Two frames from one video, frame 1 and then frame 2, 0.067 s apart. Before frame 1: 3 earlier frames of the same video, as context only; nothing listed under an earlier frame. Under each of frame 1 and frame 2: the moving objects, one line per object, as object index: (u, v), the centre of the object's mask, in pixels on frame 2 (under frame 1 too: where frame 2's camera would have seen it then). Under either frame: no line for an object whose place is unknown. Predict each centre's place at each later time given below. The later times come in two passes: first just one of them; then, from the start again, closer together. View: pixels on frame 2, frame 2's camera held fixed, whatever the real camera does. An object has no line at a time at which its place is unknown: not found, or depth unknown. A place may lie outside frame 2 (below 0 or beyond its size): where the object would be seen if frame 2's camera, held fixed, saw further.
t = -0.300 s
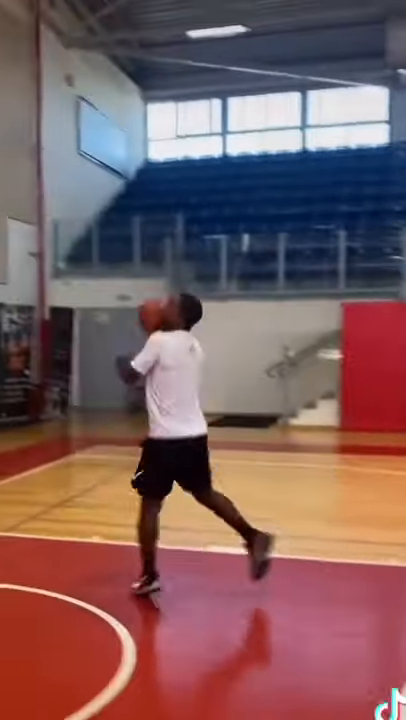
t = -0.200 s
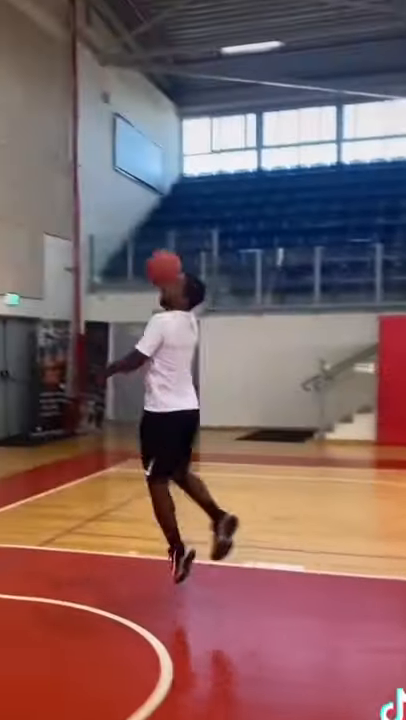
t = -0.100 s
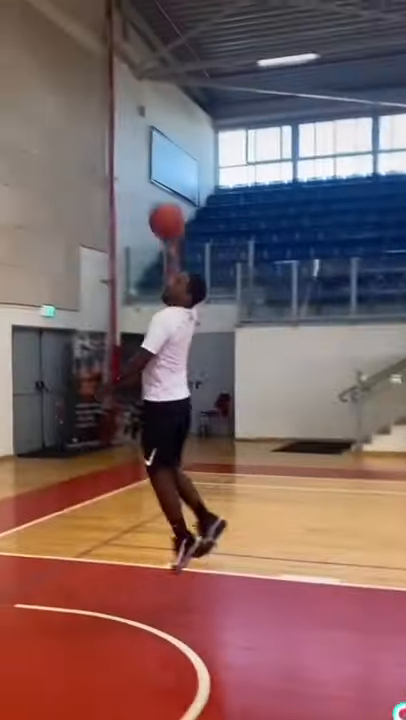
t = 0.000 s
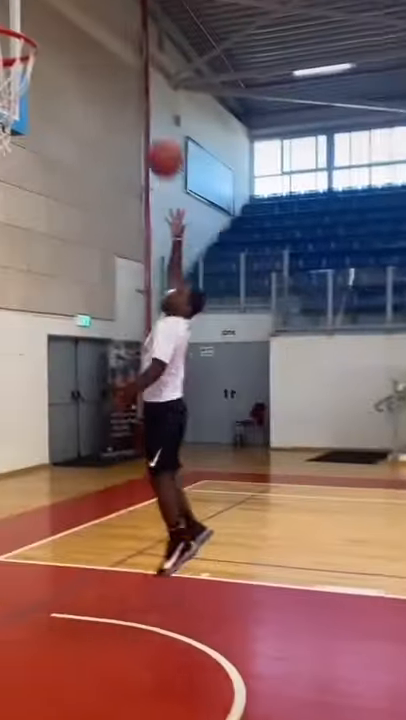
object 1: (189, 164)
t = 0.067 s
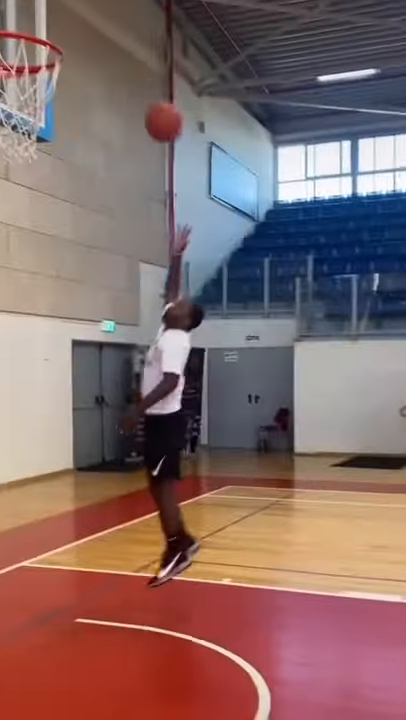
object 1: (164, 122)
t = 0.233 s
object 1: (94, 40)
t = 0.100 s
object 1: (151, 103)
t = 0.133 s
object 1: (137, 84)
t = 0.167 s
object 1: (122, 66)
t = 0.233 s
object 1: (94, 40)
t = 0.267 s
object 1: (78, 26)
